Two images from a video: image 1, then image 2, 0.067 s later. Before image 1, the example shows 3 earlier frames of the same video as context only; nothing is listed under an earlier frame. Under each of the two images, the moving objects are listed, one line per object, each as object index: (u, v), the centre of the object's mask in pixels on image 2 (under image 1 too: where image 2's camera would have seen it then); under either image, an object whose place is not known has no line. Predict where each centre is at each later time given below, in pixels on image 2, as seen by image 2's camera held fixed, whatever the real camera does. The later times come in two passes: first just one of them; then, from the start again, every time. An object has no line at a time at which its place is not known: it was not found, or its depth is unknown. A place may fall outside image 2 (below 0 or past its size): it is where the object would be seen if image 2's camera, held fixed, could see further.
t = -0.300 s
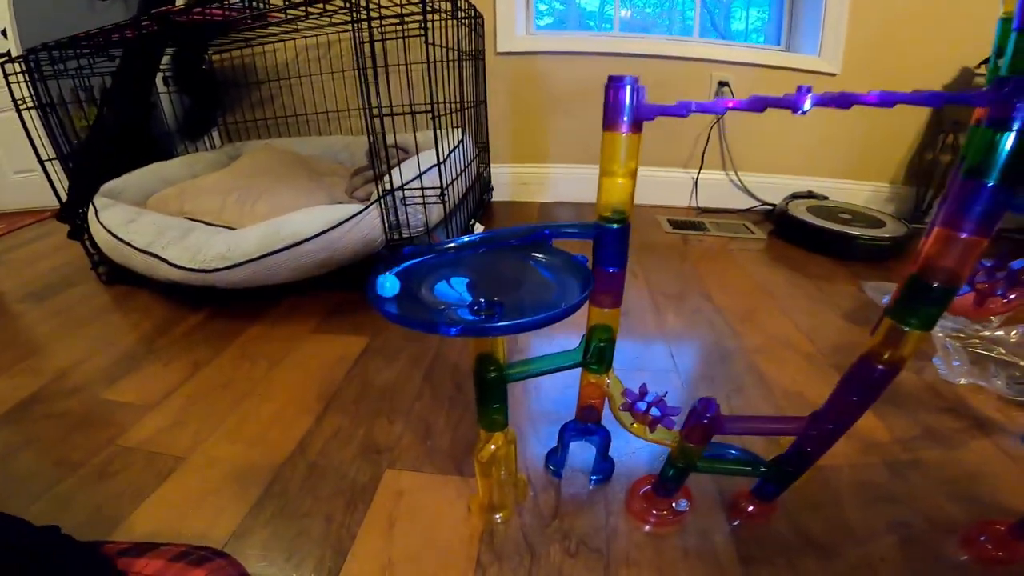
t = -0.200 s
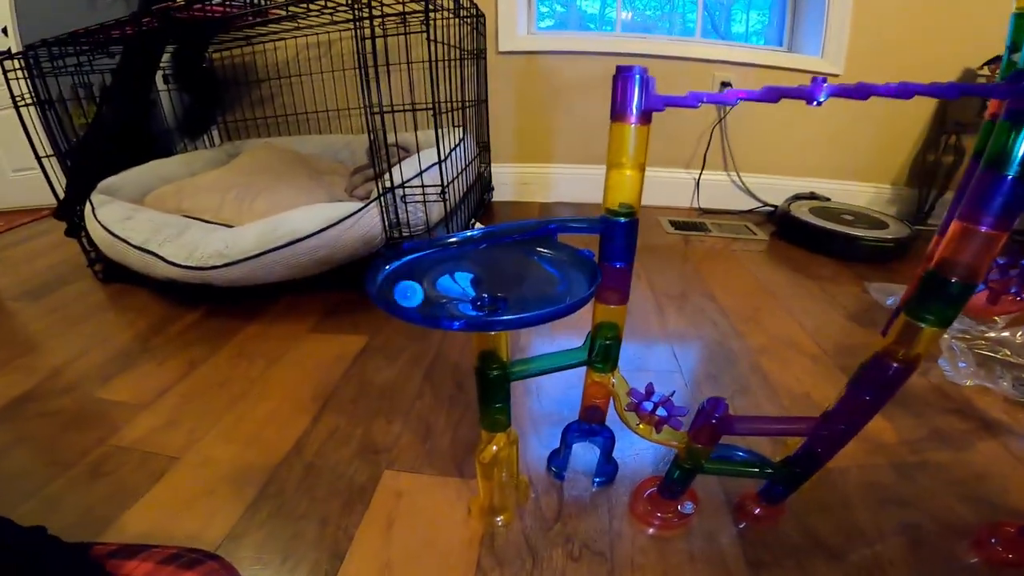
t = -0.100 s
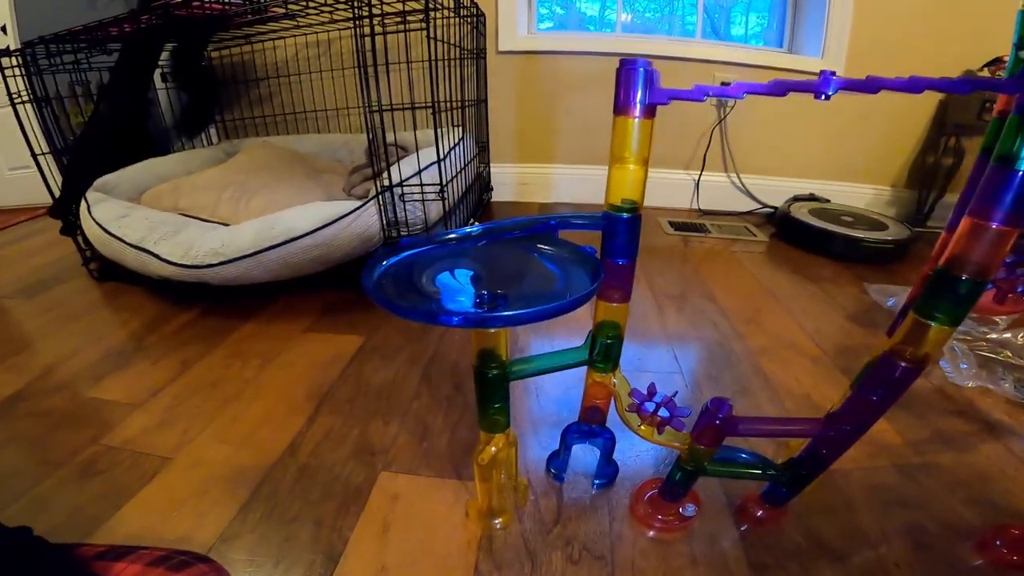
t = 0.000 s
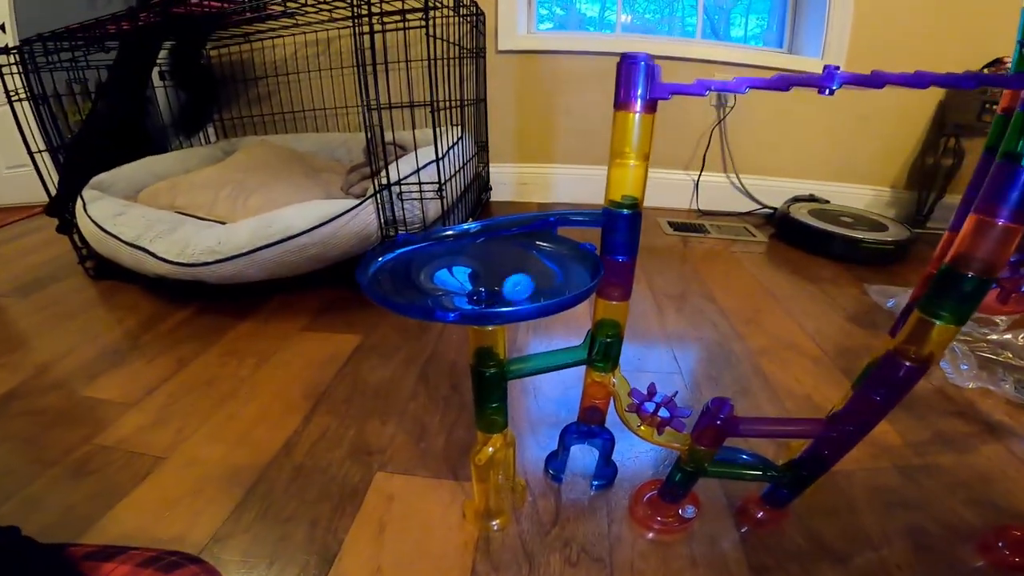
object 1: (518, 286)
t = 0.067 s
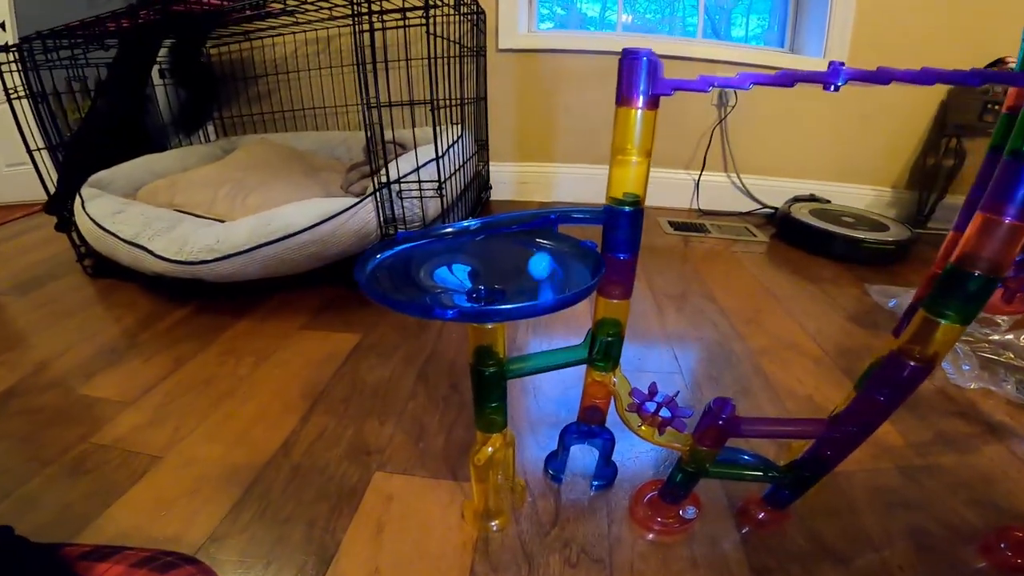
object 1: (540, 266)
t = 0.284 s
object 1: (514, 235)
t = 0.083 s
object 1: (543, 260)
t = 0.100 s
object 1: (545, 255)
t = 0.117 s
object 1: (547, 250)
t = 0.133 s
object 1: (548, 246)
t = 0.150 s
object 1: (548, 241)
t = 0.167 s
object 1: (546, 237)
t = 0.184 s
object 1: (542, 234)
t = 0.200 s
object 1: (538, 234)
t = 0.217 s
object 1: (533, 236)
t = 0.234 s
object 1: (528, 236)
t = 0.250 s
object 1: (524, 235)
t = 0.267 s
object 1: (519, 235)
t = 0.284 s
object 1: (514, 235)
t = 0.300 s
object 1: (508, 235)
